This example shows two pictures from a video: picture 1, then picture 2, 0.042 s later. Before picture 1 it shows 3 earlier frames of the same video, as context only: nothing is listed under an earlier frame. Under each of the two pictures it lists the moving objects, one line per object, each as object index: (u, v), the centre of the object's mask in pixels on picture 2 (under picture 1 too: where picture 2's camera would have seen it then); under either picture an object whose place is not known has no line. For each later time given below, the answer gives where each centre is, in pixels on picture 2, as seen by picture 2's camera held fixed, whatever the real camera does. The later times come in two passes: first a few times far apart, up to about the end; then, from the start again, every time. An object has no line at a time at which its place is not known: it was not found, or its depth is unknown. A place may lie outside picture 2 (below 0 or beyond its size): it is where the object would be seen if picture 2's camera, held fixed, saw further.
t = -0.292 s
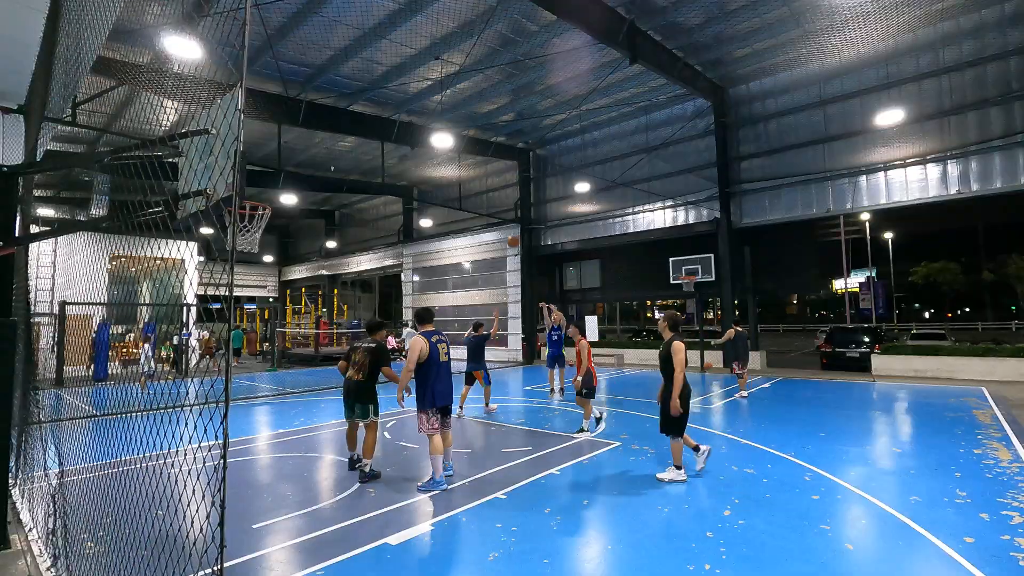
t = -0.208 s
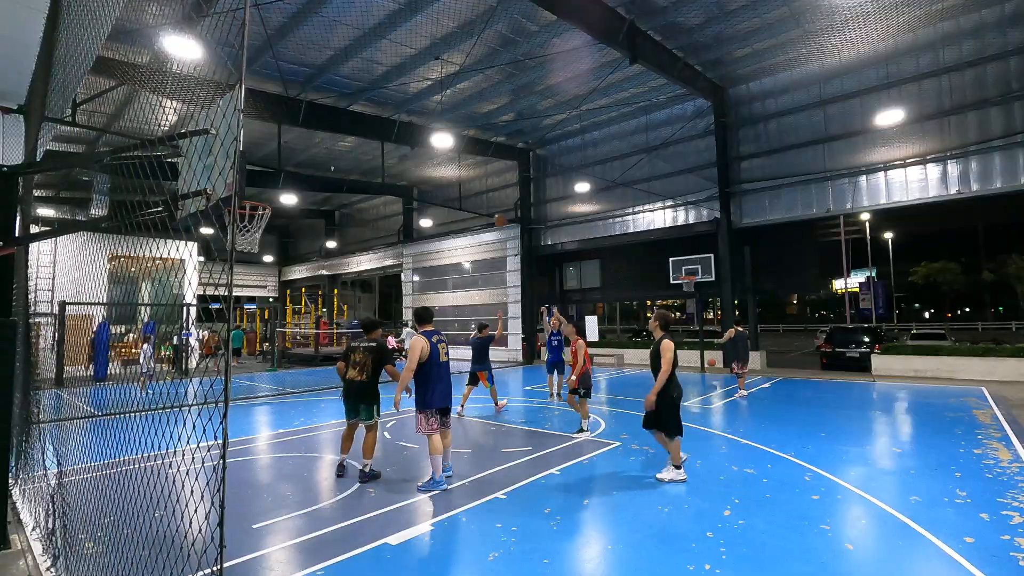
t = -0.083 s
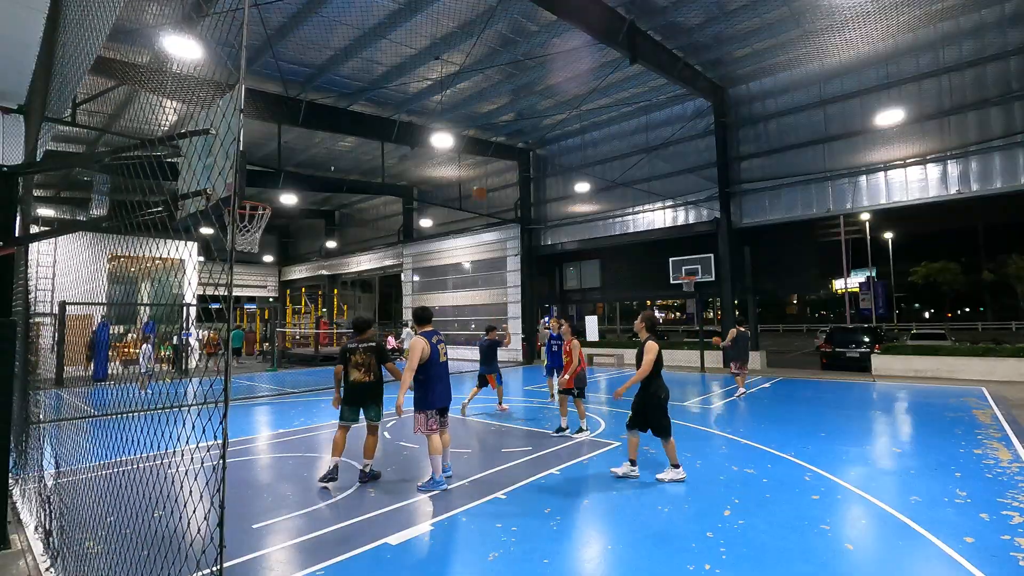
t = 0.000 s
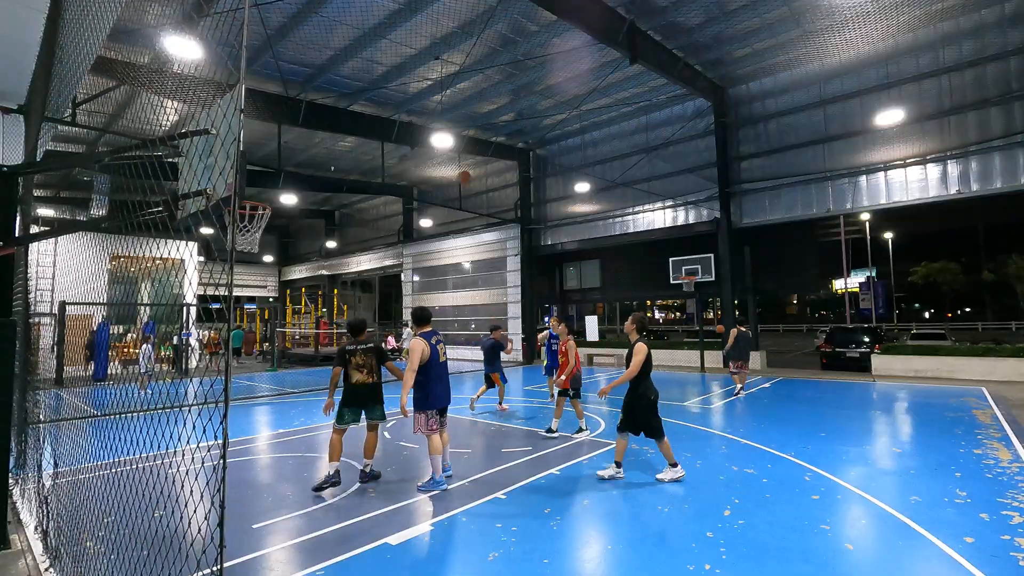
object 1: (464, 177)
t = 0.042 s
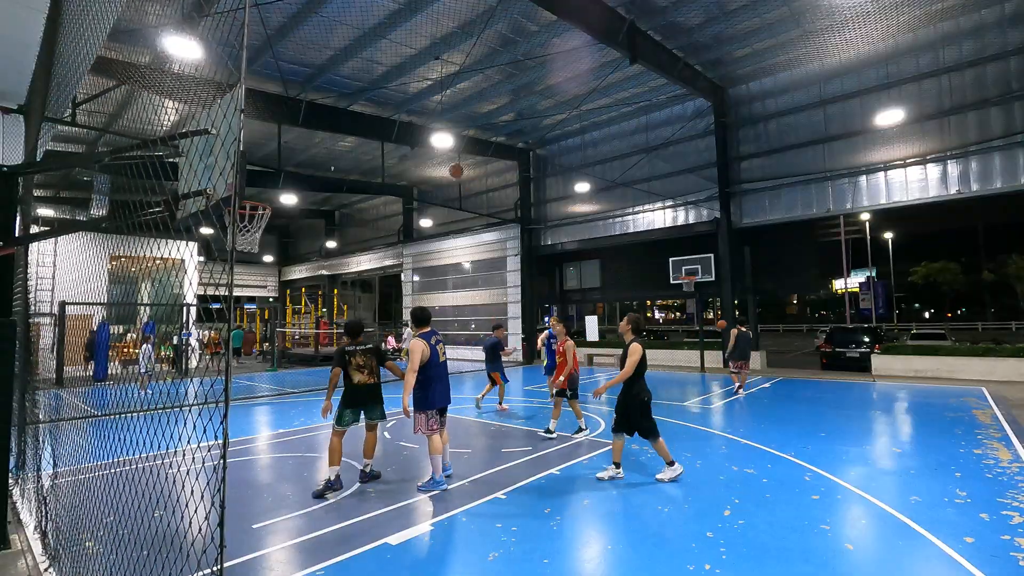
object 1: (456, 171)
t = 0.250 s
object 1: (411, 148)
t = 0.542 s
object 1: (330, 161)
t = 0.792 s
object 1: (288, 196)
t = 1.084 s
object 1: (356, 239)
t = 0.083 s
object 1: (448, 165)
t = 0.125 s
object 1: (440, 160)
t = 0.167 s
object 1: (431, 156)
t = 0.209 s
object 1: (420, 152)
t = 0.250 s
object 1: (411, 148)
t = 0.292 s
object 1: (402, 147)
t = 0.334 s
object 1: (391, 146)
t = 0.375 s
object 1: (381, 146)
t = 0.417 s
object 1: (369, 148)
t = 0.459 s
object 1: (357, 151)
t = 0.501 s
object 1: (344, 154)
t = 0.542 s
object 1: (330, 161)
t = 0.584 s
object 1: (316, 168)
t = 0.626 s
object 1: (301, 177)
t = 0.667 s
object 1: (285, 187)
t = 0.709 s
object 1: (270, 199)
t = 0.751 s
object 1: (279, 197)
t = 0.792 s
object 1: (288, 196)
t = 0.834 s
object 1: (297, 196)
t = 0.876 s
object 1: (307, 198)
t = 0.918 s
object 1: (315, 203)
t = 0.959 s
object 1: (325, 209)
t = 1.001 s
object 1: (335, 217)
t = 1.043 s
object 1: (345, 226)
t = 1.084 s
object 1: (356, 239)
